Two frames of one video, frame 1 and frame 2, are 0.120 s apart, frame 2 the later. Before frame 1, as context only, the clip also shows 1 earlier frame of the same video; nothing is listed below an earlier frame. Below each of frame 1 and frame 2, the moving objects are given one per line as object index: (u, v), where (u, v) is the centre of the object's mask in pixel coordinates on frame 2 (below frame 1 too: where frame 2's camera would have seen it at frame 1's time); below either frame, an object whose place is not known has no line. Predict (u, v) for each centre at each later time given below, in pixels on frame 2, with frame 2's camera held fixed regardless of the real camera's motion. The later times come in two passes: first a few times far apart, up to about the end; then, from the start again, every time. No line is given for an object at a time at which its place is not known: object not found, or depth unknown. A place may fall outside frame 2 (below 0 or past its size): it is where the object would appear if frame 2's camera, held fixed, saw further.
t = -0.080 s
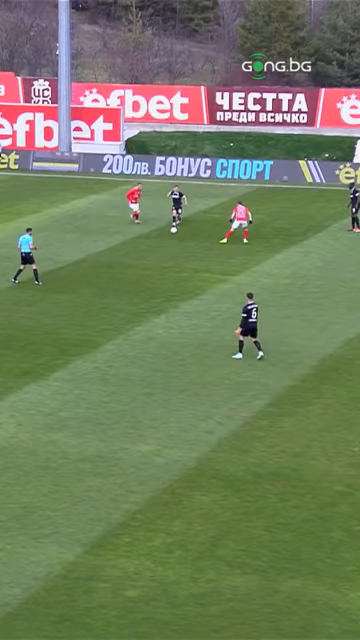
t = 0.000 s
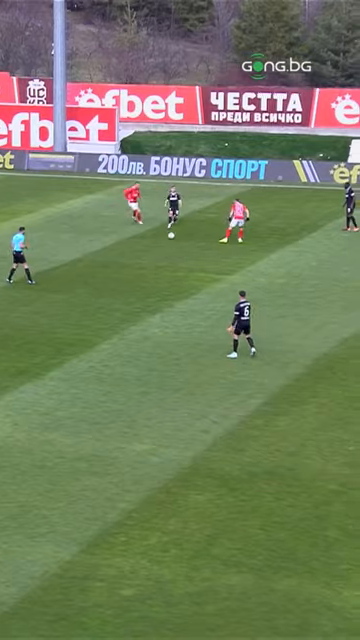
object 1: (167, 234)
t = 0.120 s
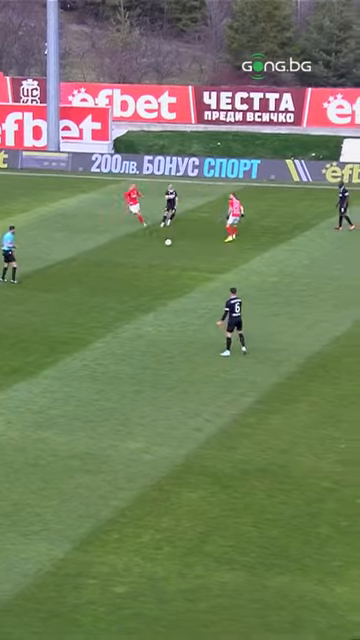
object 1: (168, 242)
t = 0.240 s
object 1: (170, 251)
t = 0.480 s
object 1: (178, 266)
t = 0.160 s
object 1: (168, 246)
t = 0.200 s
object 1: (169, 248)
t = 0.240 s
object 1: (170, 251)
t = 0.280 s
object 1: (170, 253)
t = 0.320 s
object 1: (172, 257)
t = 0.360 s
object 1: (172, 259)
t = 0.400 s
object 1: (175, 260)
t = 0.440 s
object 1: (177, 262)
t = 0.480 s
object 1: (178, 266)
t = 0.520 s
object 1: (179, 269)
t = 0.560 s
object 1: (182, 272)
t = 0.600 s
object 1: (184, 274)
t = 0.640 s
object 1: (187, 275)
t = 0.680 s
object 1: (188, 277)
